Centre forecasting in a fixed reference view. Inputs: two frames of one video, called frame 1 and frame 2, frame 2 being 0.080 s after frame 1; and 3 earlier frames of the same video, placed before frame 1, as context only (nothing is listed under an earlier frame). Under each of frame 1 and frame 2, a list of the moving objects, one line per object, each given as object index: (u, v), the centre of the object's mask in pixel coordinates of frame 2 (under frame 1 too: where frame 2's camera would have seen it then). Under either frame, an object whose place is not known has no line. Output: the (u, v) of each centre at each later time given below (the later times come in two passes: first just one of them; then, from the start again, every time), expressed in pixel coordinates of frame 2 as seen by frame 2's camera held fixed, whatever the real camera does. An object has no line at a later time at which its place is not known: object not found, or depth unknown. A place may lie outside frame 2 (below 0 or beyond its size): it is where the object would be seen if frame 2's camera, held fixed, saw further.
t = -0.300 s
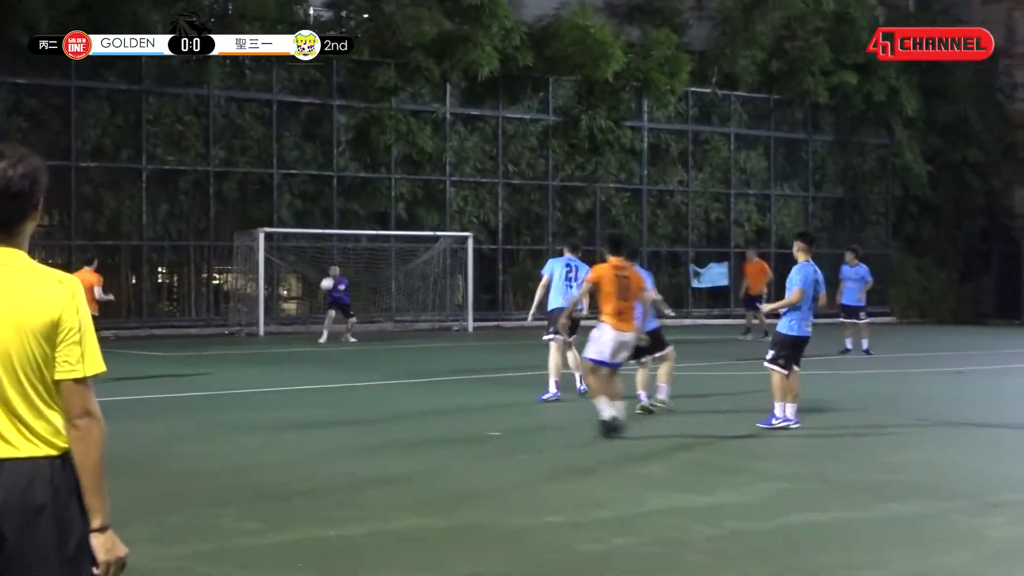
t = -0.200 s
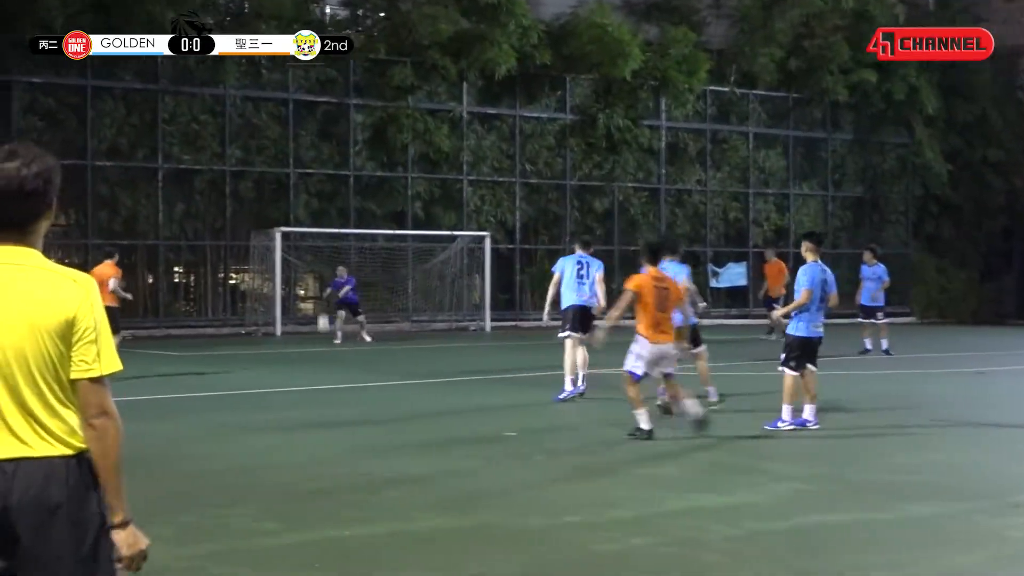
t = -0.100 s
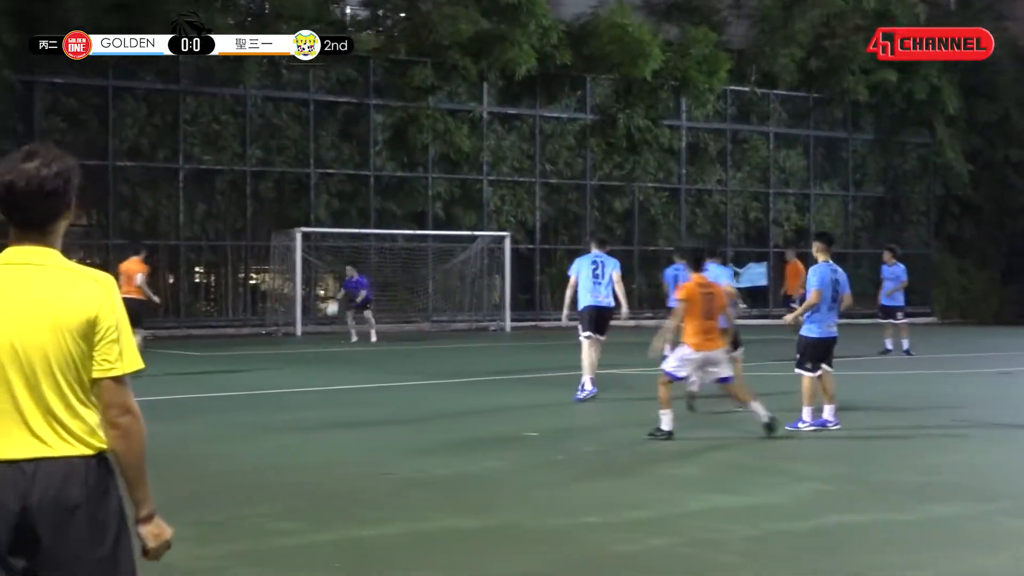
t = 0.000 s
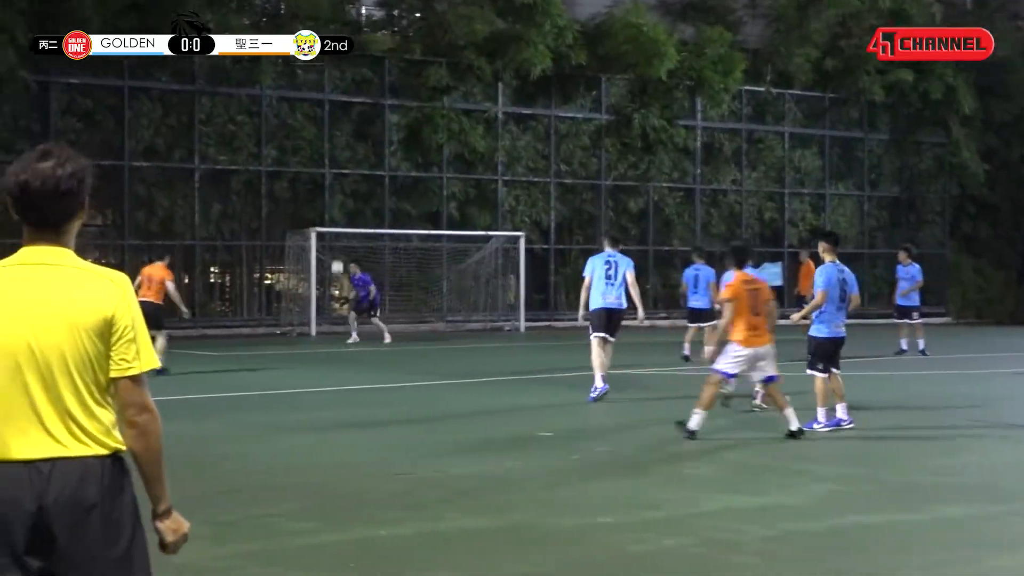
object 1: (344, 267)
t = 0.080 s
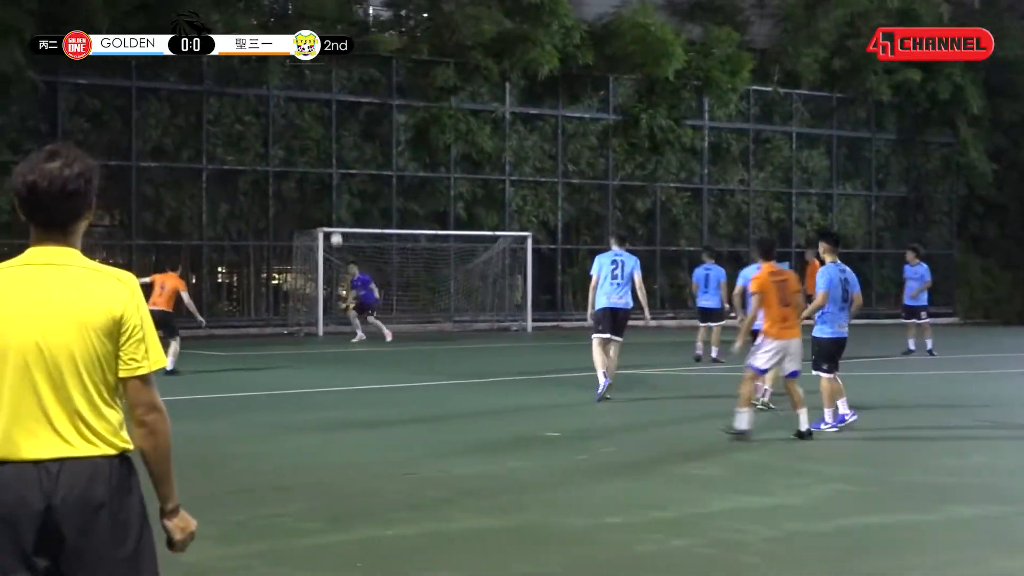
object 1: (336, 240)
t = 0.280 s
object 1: (316, 183)
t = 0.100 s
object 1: (335, 233)
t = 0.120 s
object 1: (332, 226)
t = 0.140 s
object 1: (331, 220)
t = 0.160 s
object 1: (328, 214)
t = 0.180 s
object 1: (327, 209)
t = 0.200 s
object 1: (325, 203)
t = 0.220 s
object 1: (323, 198)
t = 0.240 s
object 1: (320, 193)
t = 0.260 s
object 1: (318, 188)
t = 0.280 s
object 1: (316, 183)
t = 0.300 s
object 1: (314, 179)
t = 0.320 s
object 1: (312, 175)
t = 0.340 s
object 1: (310, 172)
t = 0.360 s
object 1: (308, 168)
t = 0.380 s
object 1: (306, 164)
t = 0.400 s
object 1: (304, 160)
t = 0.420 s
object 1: (302, 157)
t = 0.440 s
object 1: (300, 155)
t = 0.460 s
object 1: (298, 152)
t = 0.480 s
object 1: (296, 150)
